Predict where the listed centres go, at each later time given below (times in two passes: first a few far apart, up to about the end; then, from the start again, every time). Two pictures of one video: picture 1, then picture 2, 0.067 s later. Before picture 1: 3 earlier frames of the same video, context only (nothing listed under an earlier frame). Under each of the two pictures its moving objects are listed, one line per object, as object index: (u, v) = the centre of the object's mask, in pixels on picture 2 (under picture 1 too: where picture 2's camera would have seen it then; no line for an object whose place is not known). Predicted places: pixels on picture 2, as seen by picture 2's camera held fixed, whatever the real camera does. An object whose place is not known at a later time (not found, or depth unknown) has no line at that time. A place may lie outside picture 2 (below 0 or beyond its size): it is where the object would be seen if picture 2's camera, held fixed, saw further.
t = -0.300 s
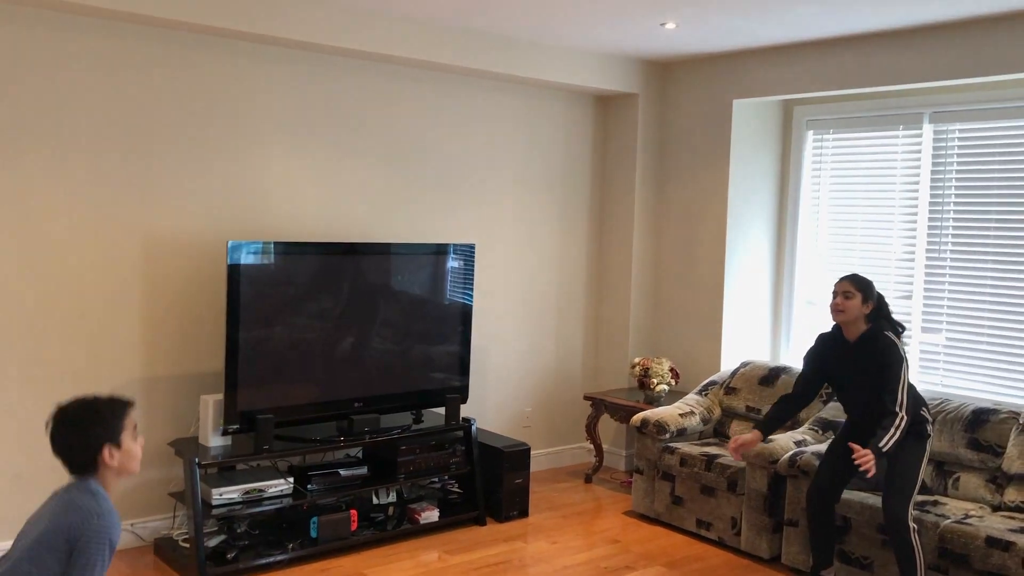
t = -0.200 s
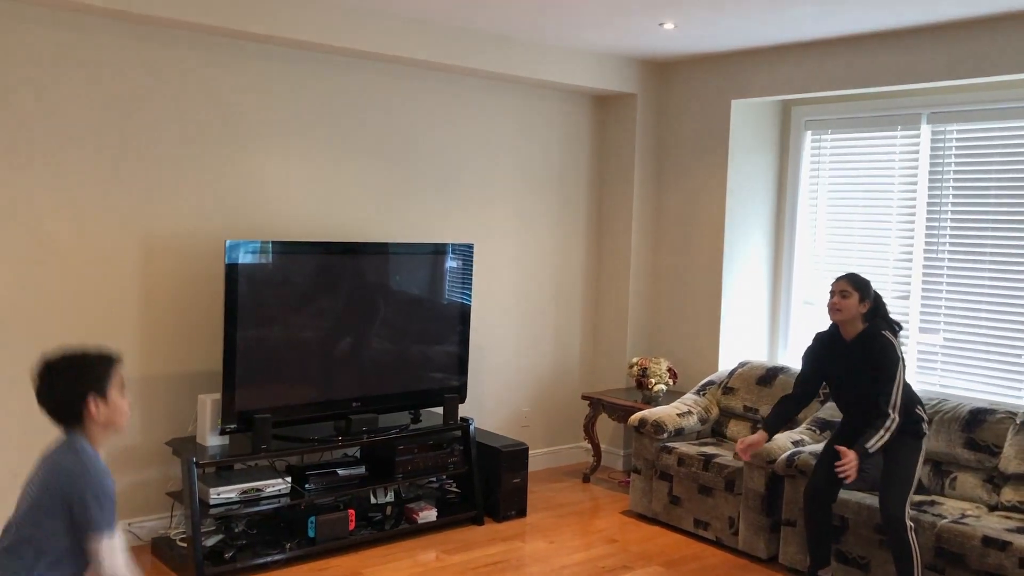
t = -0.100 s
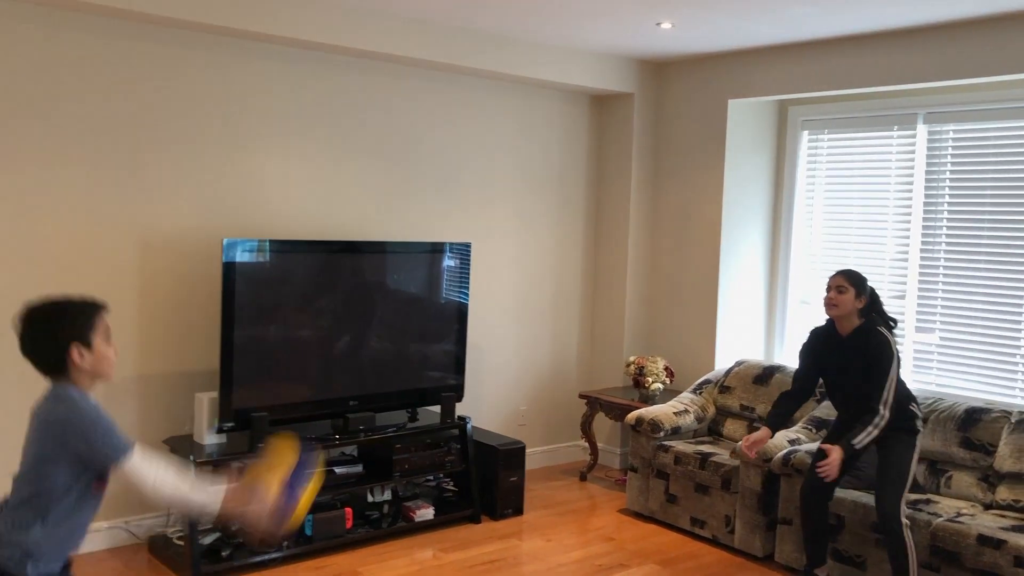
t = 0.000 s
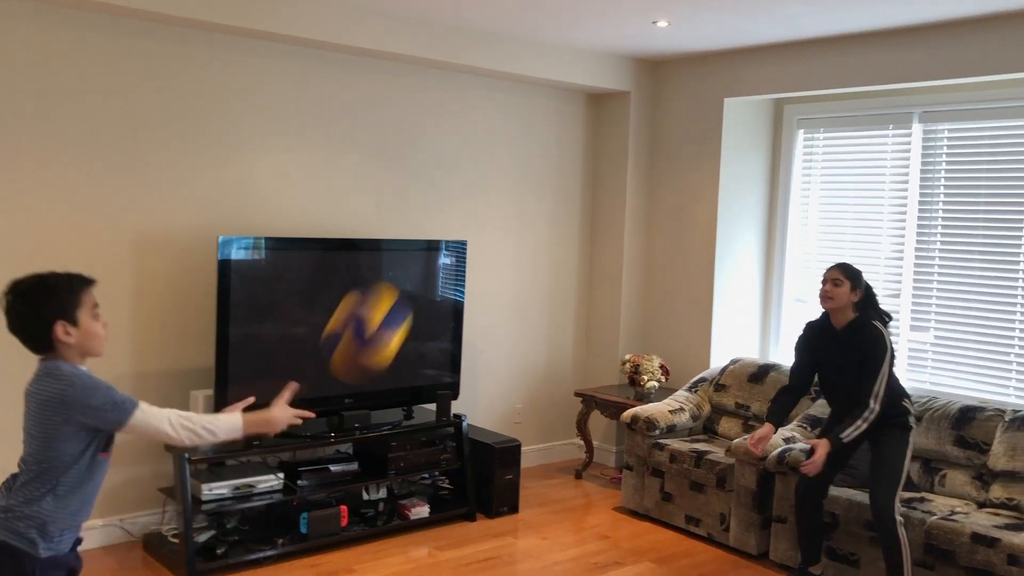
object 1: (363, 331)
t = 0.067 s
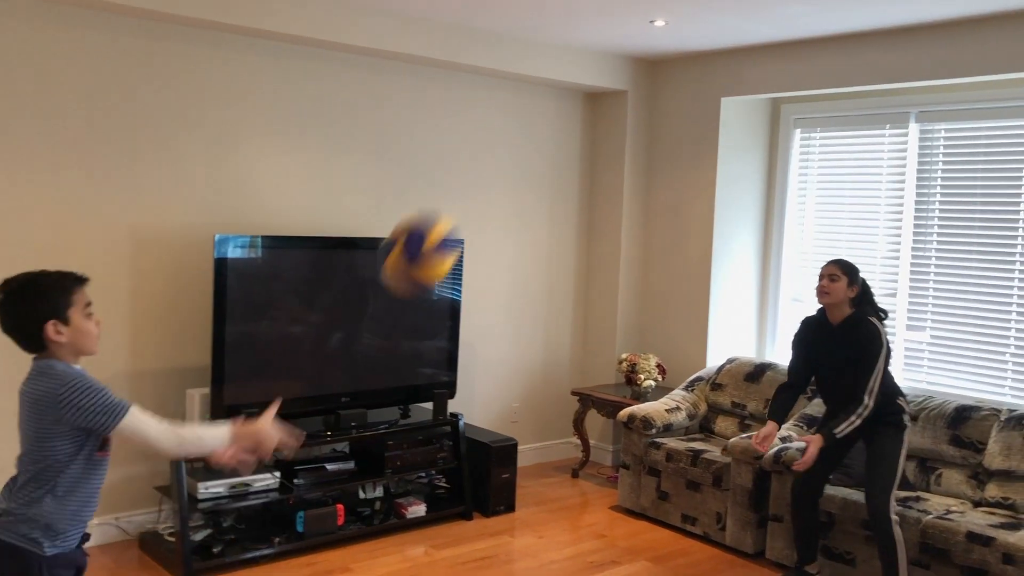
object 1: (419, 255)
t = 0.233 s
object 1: (545, 137)
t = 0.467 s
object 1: (683, 136)
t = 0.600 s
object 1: (743, 199)
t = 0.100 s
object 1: (447, 219)
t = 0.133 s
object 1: (472, 193)
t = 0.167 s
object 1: (499, 167)
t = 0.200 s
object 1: (522, 151)
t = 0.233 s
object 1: (545, 137)
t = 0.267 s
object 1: (568, 127)
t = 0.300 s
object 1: (589, 120)
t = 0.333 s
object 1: (609, 117)
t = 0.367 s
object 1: (628, 117)
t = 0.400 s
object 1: (648, 120)
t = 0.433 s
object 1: (666, 127)
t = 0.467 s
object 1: (683, 136)
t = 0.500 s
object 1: (697, 146)
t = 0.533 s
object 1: (712, 161)
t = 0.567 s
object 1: (727, 178)
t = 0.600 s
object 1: (743, 199)
